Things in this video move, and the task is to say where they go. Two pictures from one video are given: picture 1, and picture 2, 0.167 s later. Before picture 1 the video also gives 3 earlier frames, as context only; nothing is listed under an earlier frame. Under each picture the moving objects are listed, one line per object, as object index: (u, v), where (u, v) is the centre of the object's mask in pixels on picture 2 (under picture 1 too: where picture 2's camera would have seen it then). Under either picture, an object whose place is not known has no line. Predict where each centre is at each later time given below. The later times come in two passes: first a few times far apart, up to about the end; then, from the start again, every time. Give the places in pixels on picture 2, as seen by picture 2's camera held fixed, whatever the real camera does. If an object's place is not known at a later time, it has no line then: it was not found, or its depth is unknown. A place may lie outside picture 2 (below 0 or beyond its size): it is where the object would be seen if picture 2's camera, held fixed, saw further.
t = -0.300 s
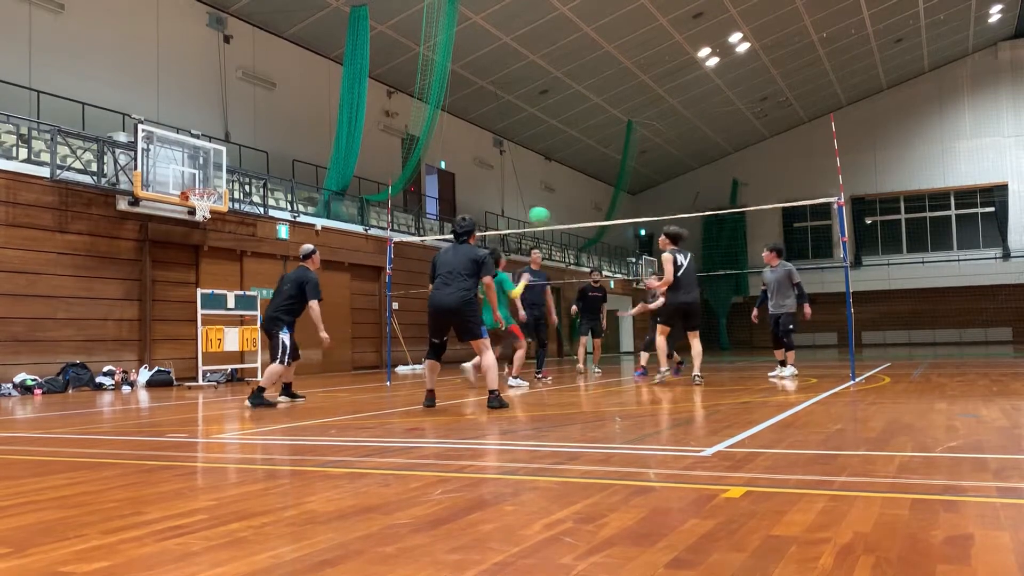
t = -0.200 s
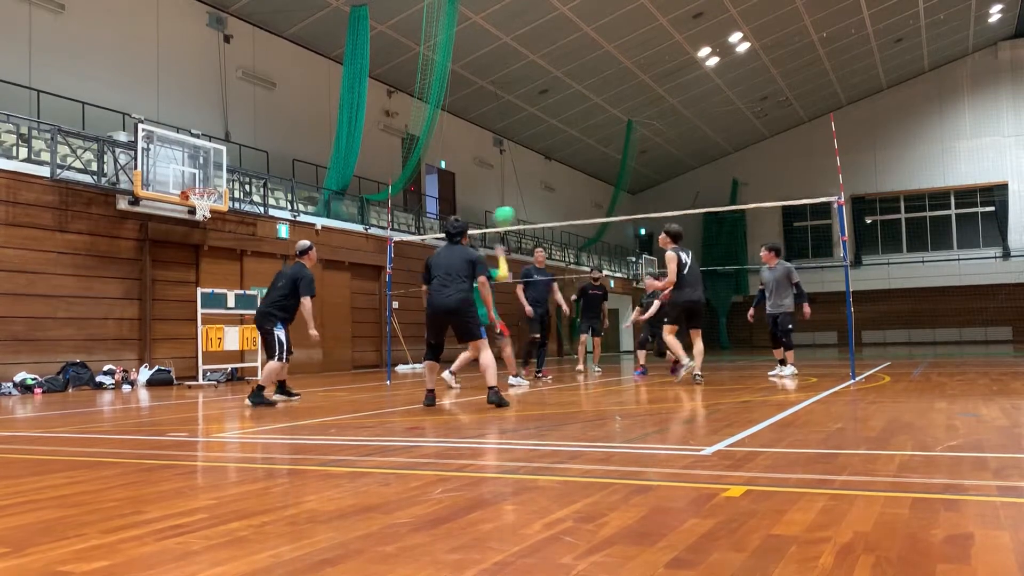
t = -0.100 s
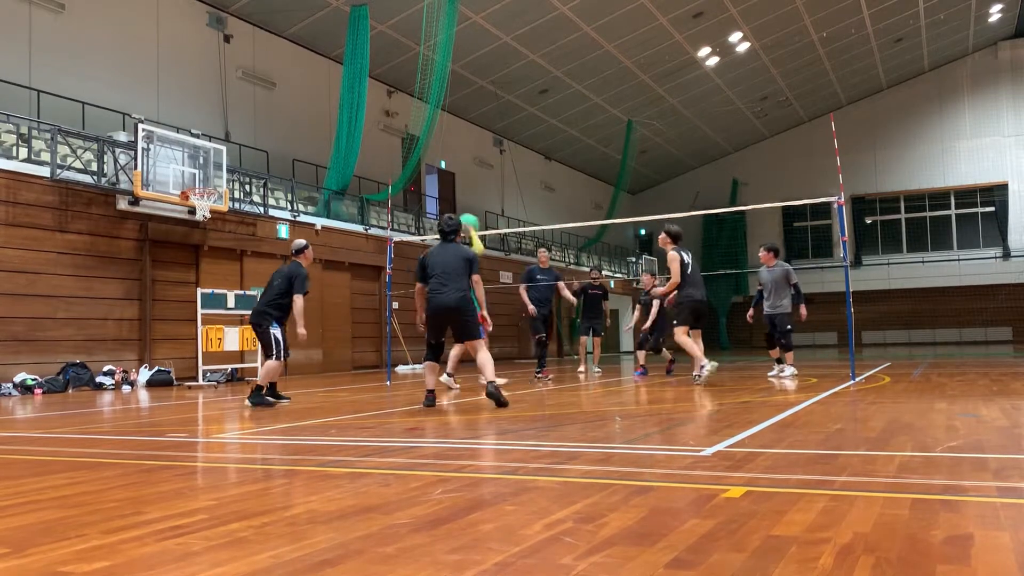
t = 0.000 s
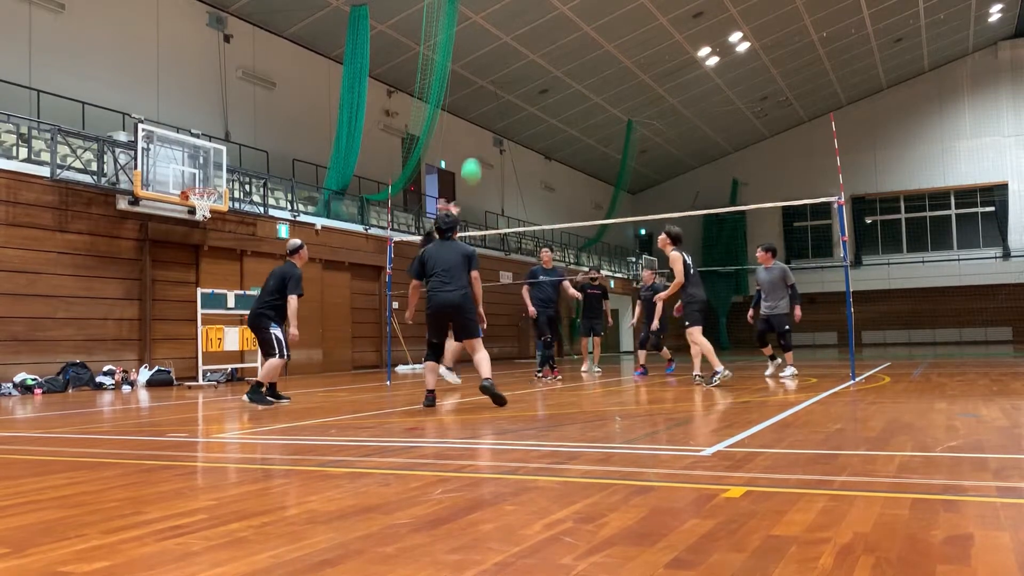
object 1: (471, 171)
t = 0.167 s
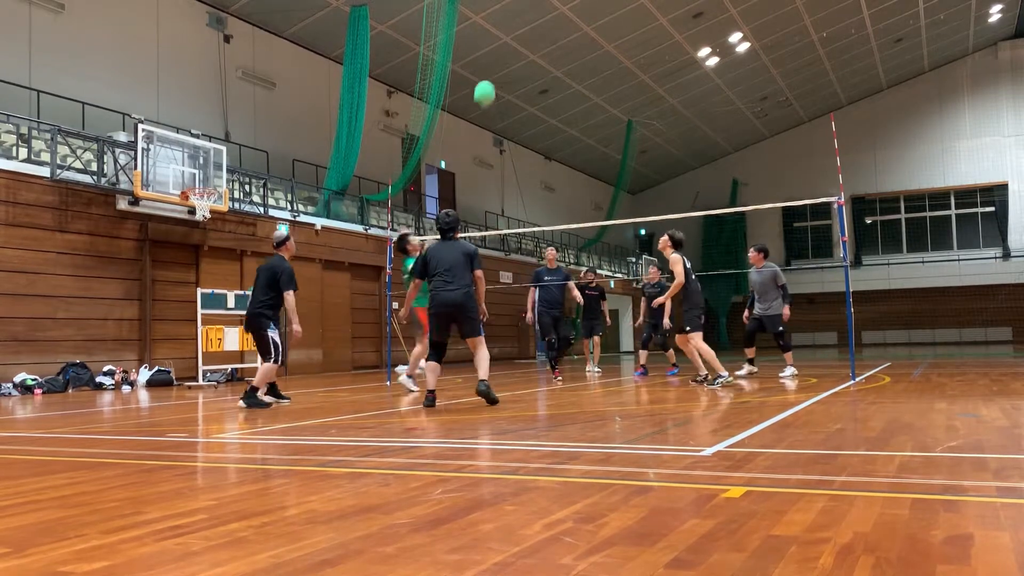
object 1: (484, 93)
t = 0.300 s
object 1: (494, 49)
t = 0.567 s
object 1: (508, 9)
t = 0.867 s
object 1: (526, 32)
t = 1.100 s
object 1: (542, 102)
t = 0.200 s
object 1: (487, 81)
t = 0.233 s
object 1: (489, 70)
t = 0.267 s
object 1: (491, 59)
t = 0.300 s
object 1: (494, 49)
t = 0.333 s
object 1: (495, 41)
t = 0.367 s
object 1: (497, 33)
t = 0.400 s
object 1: (499, 26)
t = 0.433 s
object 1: (501, 21)
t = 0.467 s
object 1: (503, 16)
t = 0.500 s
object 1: (505, 12)
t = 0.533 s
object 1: (506, 10)
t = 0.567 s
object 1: (508, 9)
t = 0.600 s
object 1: (510, 9)
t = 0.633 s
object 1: (511, 9)
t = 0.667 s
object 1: (513, 9)
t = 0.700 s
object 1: (515, 10)
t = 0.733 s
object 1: (517, 12)
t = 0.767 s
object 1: (519, 16)
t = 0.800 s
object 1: (522, 20)
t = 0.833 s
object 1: (524, 26)
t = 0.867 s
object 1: (526, 32)
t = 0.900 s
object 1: (529, 39)
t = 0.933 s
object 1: (531, 47)
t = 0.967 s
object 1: (533, 56)
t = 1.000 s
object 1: (535, 66)
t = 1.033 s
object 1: (538, 77)
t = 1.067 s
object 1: (540, 89)
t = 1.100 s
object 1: (542, 102)
